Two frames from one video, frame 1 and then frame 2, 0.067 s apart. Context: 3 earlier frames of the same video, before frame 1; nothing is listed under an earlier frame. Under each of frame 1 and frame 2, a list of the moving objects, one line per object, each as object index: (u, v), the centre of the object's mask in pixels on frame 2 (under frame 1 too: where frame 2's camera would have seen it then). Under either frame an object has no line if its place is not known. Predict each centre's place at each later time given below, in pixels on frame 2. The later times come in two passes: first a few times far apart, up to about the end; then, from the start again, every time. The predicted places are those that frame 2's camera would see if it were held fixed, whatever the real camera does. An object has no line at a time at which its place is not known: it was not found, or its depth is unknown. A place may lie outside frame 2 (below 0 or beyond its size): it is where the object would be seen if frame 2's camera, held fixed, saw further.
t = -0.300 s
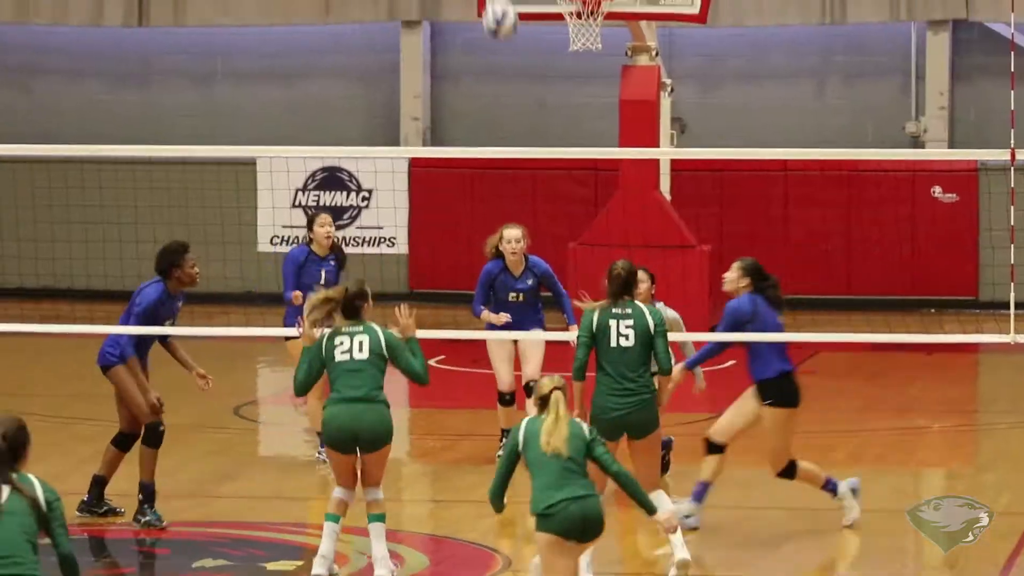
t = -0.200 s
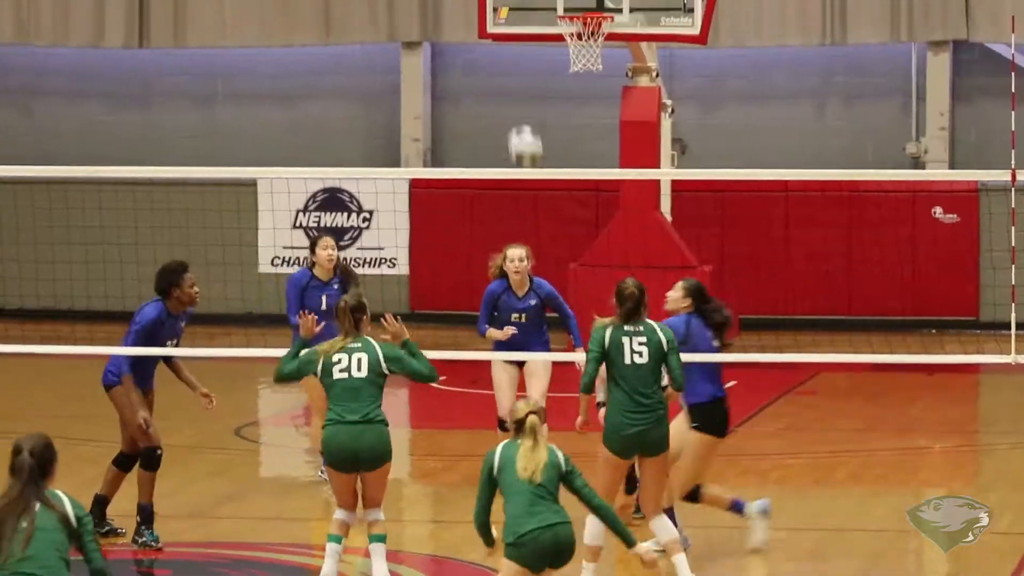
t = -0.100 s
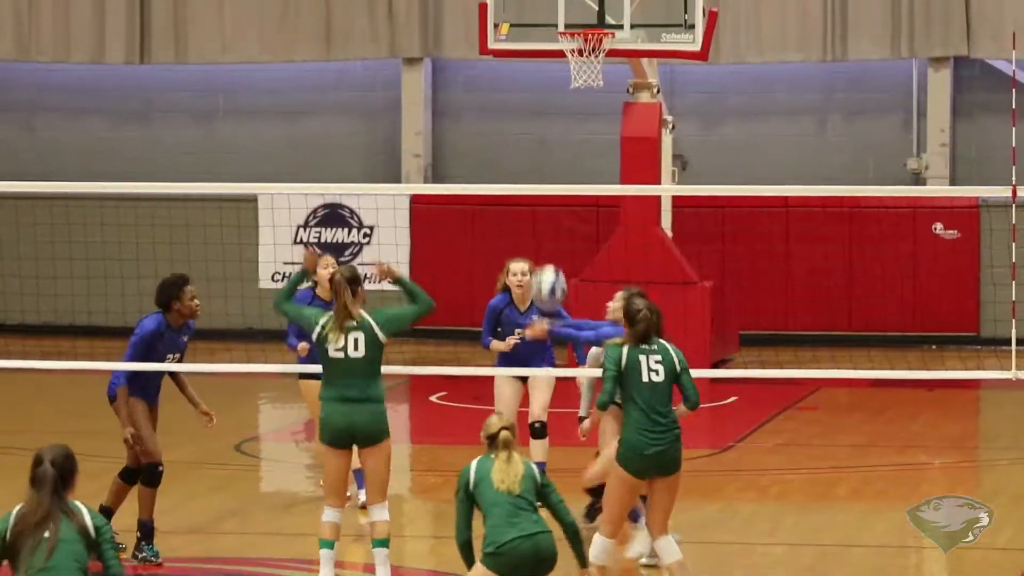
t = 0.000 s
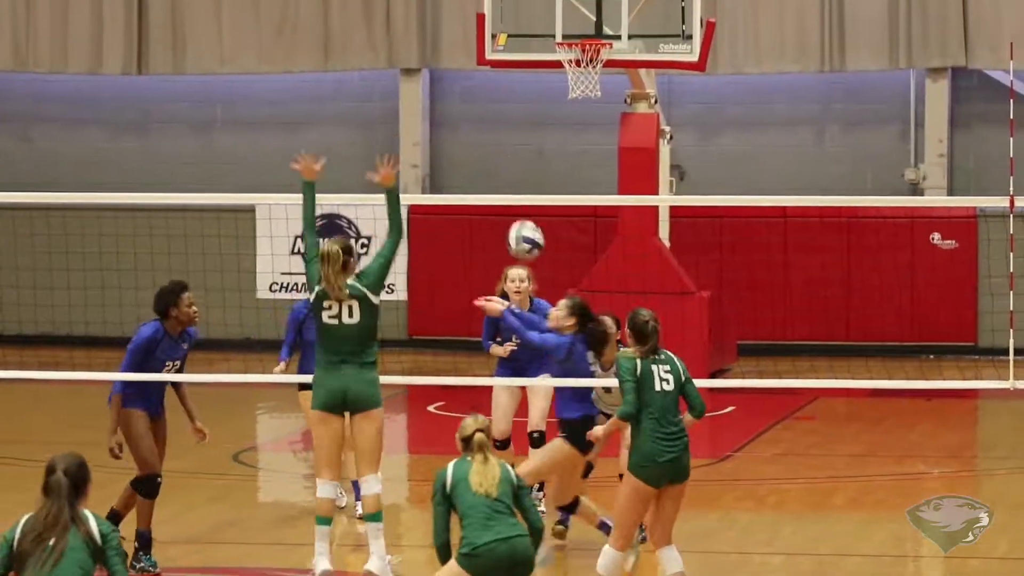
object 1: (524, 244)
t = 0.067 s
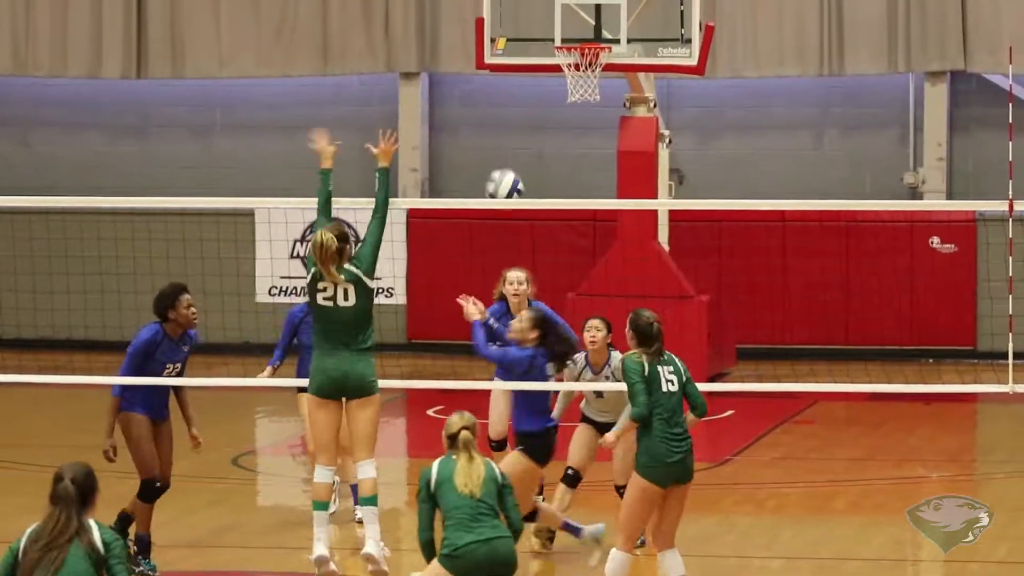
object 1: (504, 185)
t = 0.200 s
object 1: (466, 100)
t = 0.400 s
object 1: (406, 27)
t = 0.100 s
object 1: (495, 162)
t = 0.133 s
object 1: (486, 141)
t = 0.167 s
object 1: (476, 121)
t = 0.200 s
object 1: (466, 100)
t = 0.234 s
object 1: (456, 84)
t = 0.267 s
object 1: (447, 69)
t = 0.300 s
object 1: (438, 56)
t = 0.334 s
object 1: (427, 44)
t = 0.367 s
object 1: (417, 34)
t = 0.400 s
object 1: (406, 27)
